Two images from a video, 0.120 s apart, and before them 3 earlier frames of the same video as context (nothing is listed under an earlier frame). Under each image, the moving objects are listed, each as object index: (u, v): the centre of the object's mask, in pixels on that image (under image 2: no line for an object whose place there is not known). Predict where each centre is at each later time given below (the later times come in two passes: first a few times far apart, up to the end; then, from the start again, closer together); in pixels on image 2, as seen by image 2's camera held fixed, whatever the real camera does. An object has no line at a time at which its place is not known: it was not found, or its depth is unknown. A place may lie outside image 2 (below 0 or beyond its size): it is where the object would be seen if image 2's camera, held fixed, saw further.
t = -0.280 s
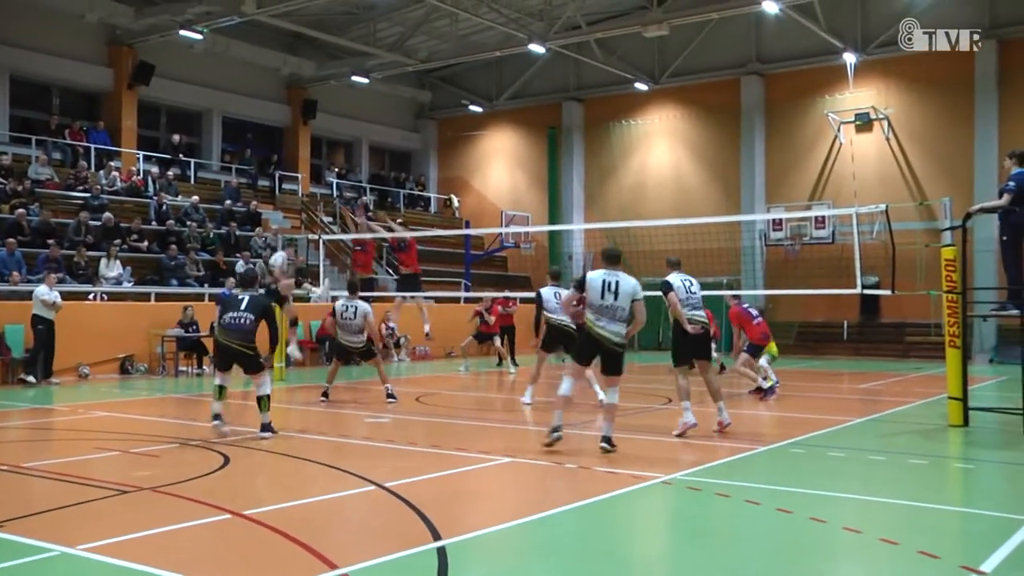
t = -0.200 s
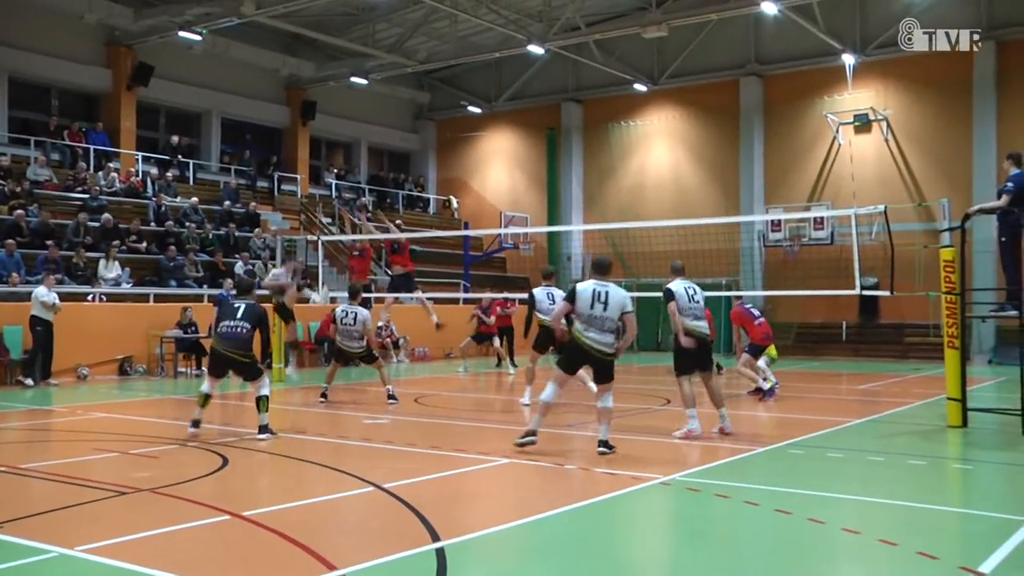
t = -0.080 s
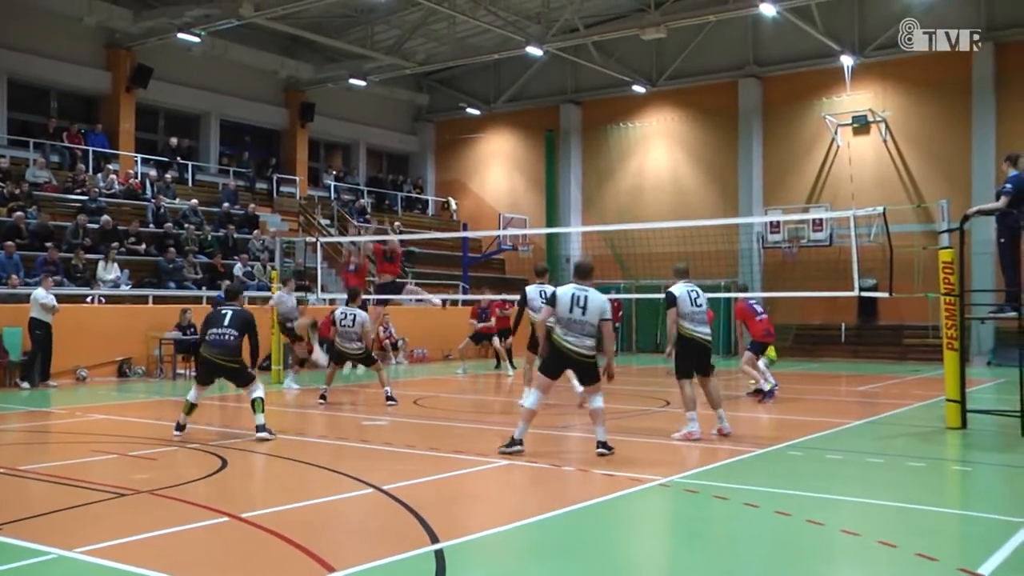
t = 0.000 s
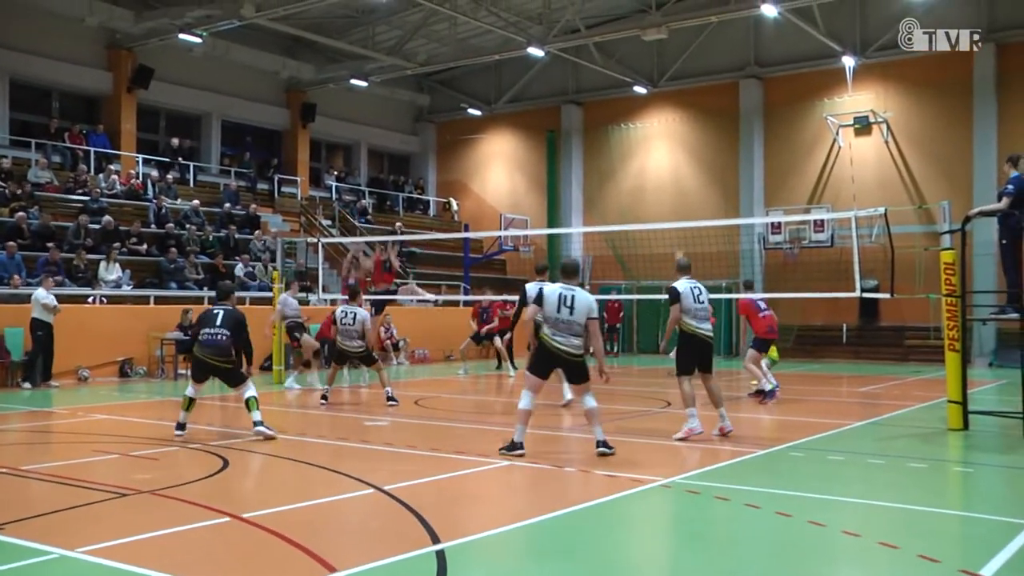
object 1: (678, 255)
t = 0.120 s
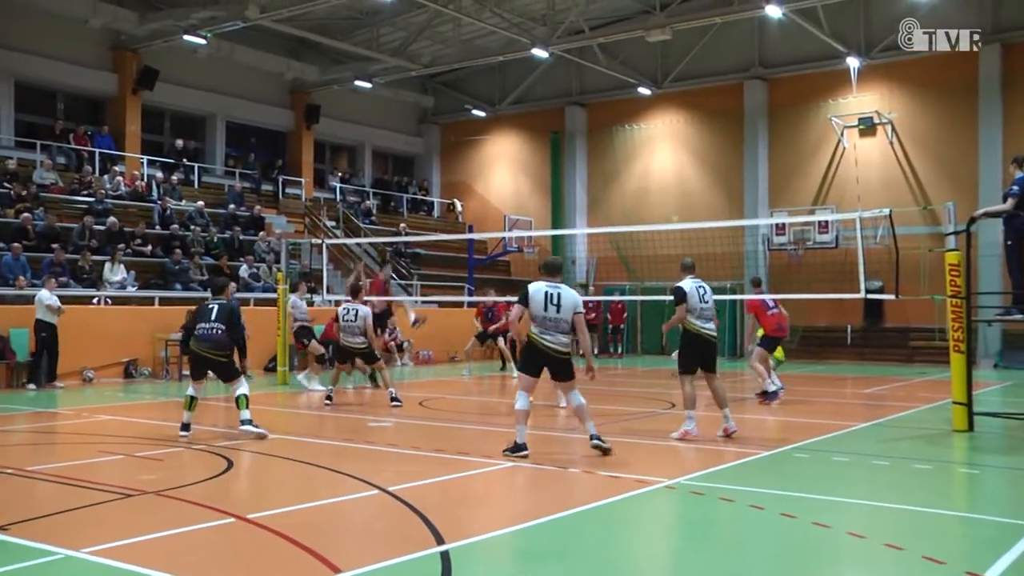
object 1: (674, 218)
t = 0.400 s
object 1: (653, 168)
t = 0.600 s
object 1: (641, 154)
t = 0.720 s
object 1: (634, 155)
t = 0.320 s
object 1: (658, 179)
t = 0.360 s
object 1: (655, 173)
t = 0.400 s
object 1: (653, 168)
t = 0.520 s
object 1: (646, 156)
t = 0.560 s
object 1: (643, 155)
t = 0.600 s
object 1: (641, 154)
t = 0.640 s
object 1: (638, 153)
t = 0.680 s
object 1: (636, 154)
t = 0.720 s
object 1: (634, 155)
